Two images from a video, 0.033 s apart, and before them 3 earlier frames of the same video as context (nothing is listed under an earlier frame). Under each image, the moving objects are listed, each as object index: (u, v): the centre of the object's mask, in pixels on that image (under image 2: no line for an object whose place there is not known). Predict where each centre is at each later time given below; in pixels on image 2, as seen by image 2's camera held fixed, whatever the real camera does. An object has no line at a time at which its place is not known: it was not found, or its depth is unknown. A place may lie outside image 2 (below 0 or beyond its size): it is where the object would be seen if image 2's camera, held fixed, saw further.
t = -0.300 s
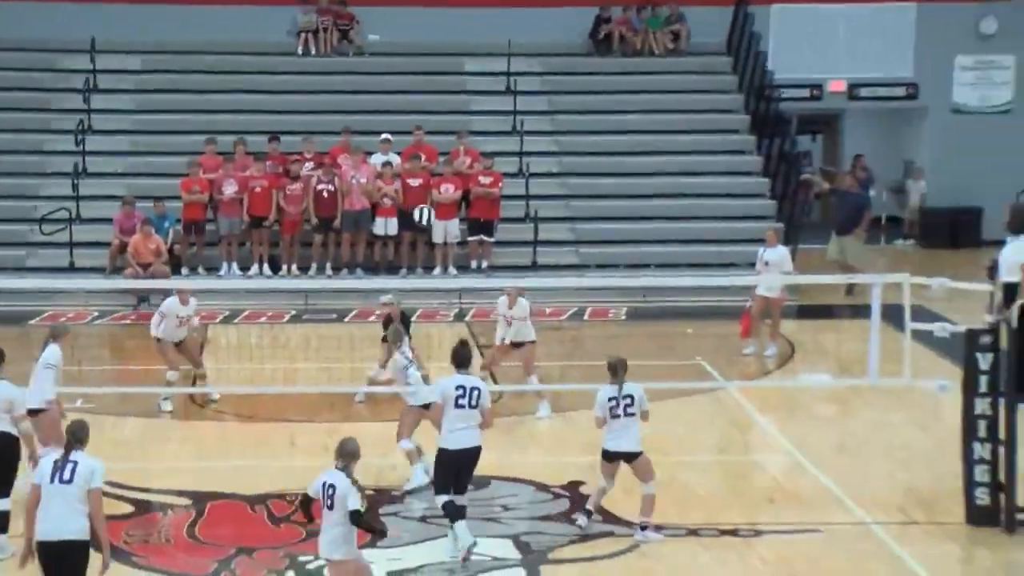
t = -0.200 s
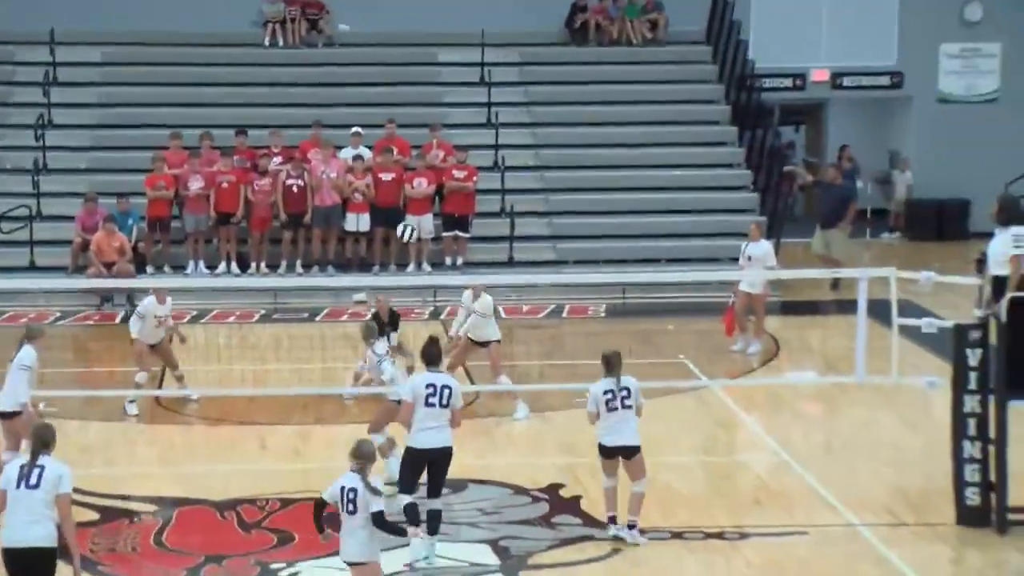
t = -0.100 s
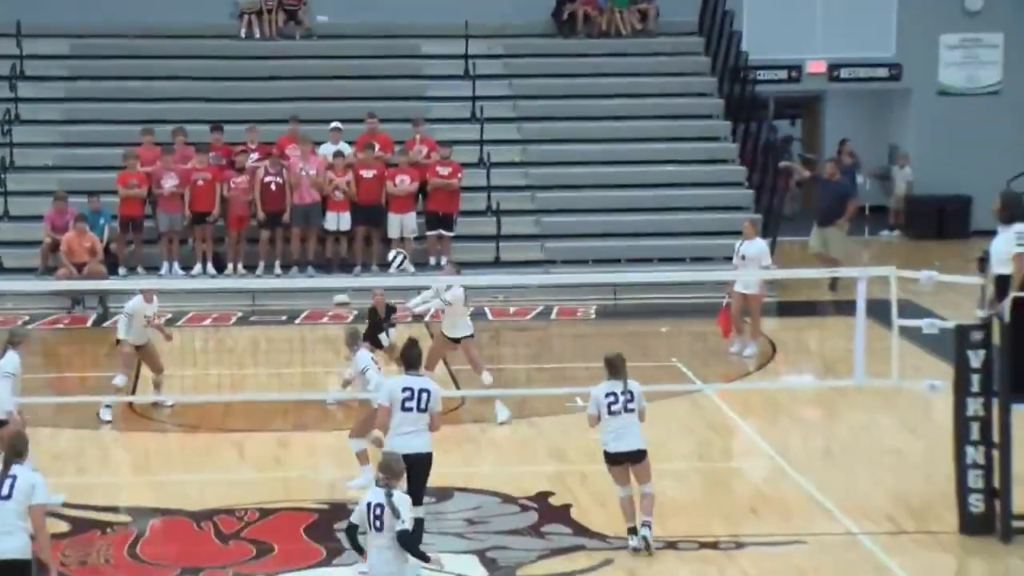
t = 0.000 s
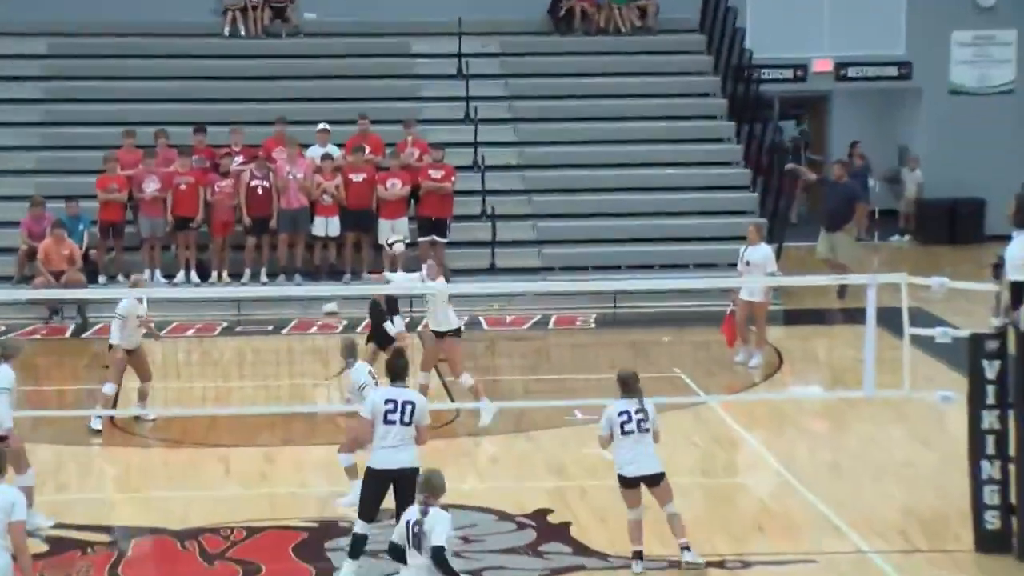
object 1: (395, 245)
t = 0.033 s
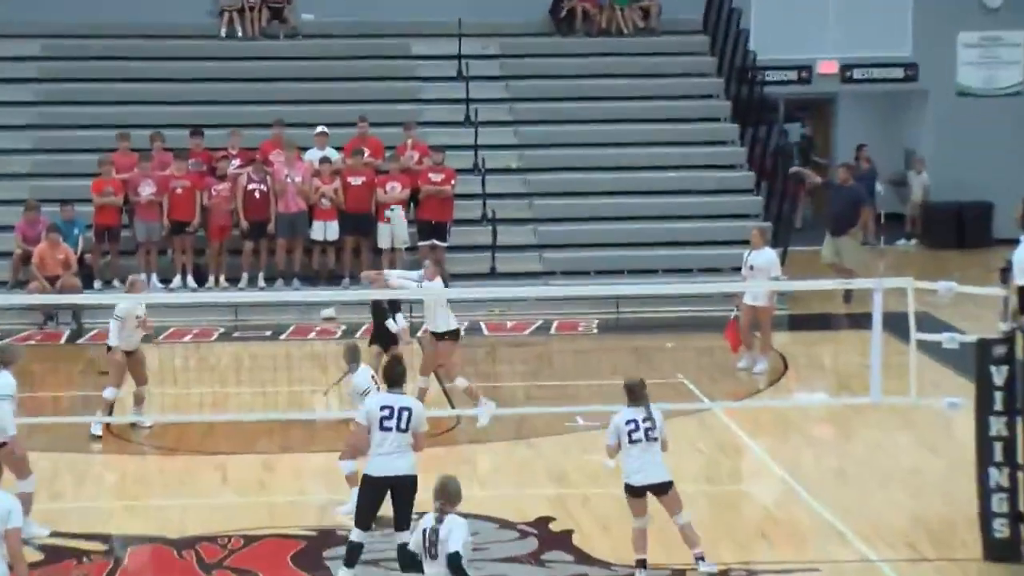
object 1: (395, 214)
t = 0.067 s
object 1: (395, 184)
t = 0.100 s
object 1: (396, 152)
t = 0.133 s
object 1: (397, 123)
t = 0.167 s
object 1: (398, 94)
